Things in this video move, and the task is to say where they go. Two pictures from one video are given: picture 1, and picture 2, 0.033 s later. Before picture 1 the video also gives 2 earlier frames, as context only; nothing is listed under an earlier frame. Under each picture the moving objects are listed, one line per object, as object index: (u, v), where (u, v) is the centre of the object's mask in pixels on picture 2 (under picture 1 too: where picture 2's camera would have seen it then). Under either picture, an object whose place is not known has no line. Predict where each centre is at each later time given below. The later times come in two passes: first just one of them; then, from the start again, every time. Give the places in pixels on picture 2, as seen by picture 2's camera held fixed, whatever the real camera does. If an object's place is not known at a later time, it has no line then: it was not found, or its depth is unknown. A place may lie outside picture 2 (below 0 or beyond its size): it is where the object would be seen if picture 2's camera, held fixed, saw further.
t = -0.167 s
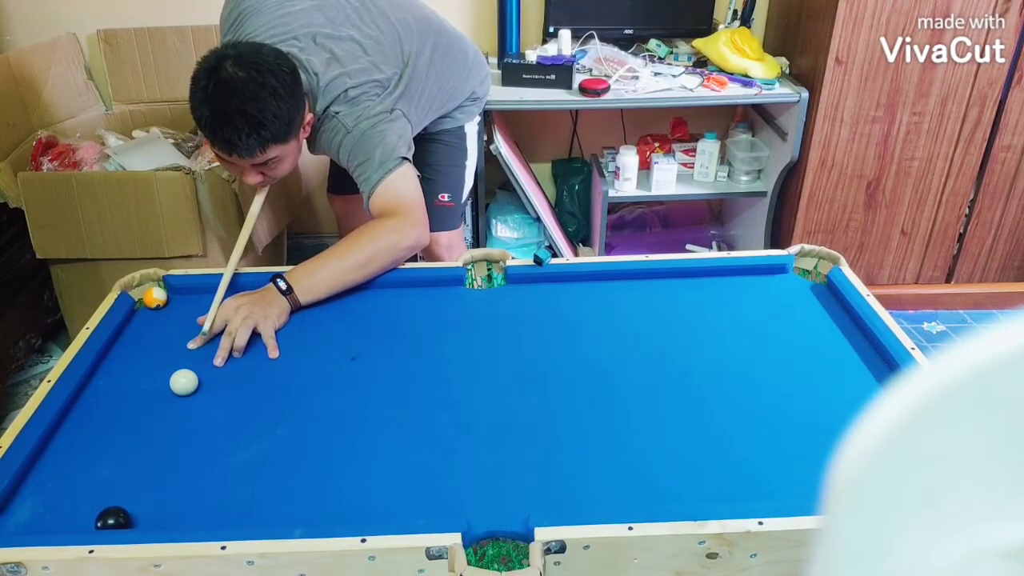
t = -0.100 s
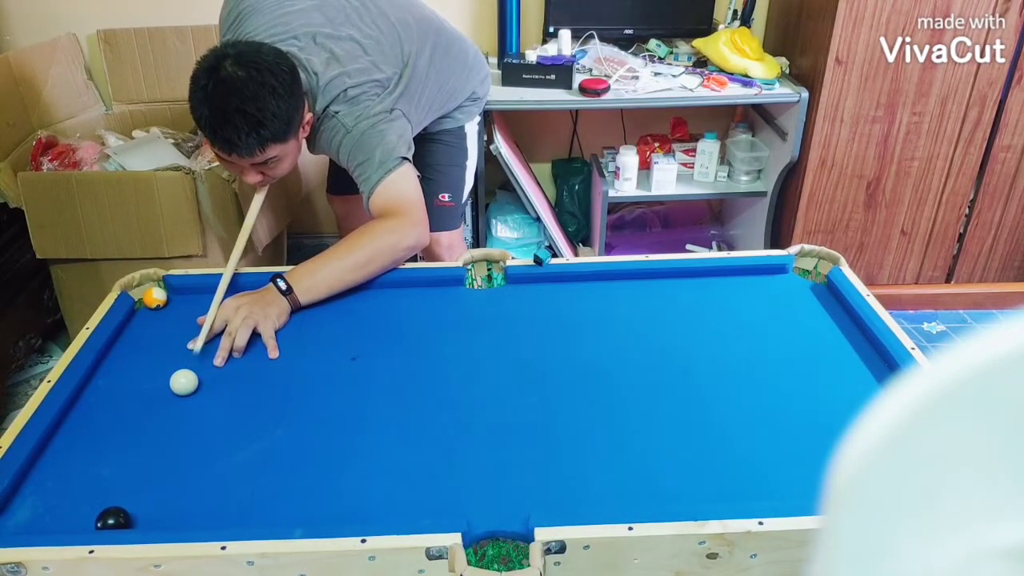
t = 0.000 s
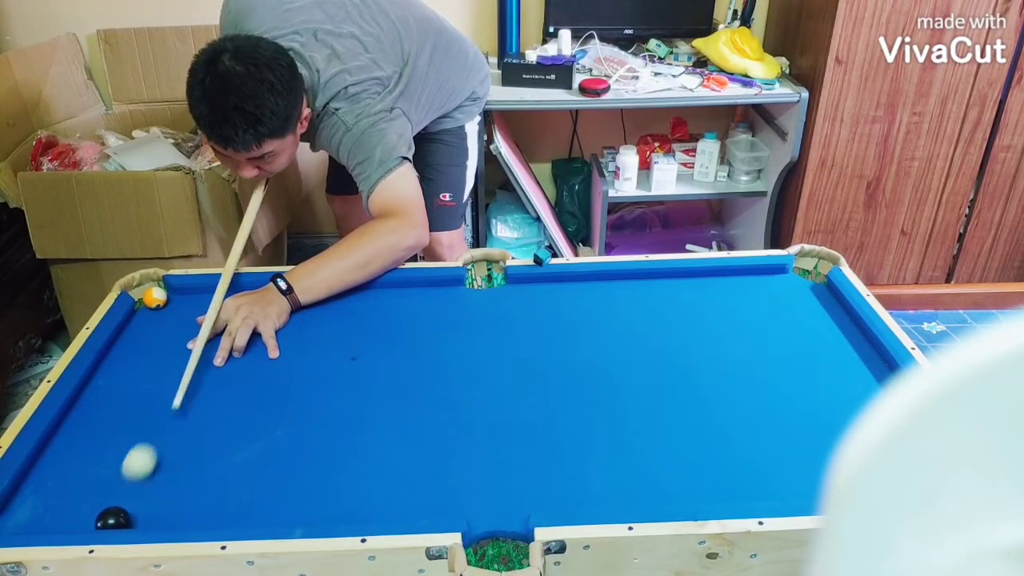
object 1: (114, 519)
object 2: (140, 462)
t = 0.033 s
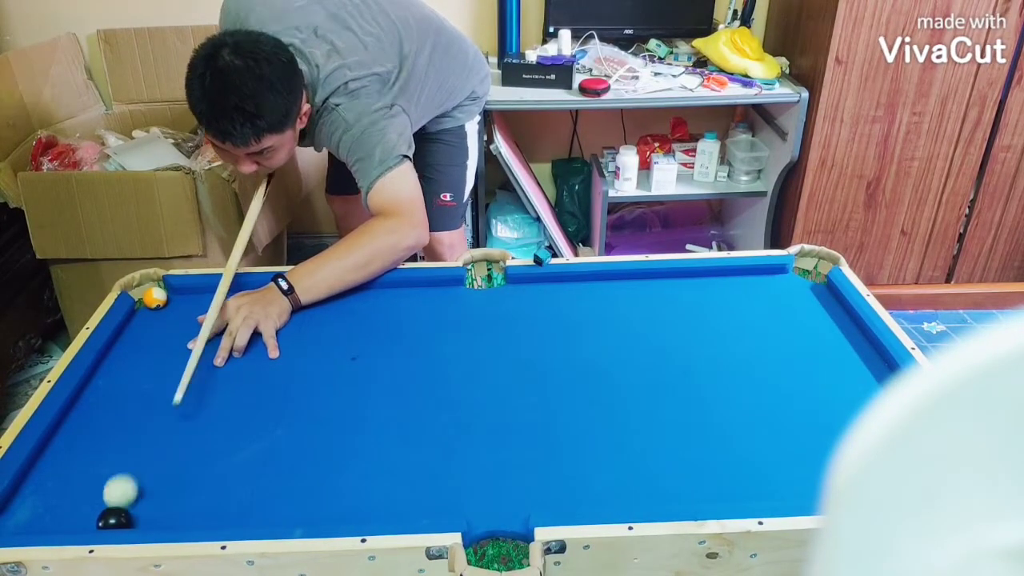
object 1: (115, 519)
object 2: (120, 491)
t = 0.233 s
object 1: (142, 511)
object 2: (136, 371)
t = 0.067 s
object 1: (120, 518)
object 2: (124, 464)
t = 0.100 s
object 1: (124, 516)
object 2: (128, 441)
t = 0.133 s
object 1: (129, 515)
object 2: (131, 421)
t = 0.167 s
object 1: (134, 514)
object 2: (133, 402)
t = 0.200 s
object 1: (138, 512)
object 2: (135, 385)
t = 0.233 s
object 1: (142, 511)
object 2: (136, 371)
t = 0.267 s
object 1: (147, 509)
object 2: (137, 358)
